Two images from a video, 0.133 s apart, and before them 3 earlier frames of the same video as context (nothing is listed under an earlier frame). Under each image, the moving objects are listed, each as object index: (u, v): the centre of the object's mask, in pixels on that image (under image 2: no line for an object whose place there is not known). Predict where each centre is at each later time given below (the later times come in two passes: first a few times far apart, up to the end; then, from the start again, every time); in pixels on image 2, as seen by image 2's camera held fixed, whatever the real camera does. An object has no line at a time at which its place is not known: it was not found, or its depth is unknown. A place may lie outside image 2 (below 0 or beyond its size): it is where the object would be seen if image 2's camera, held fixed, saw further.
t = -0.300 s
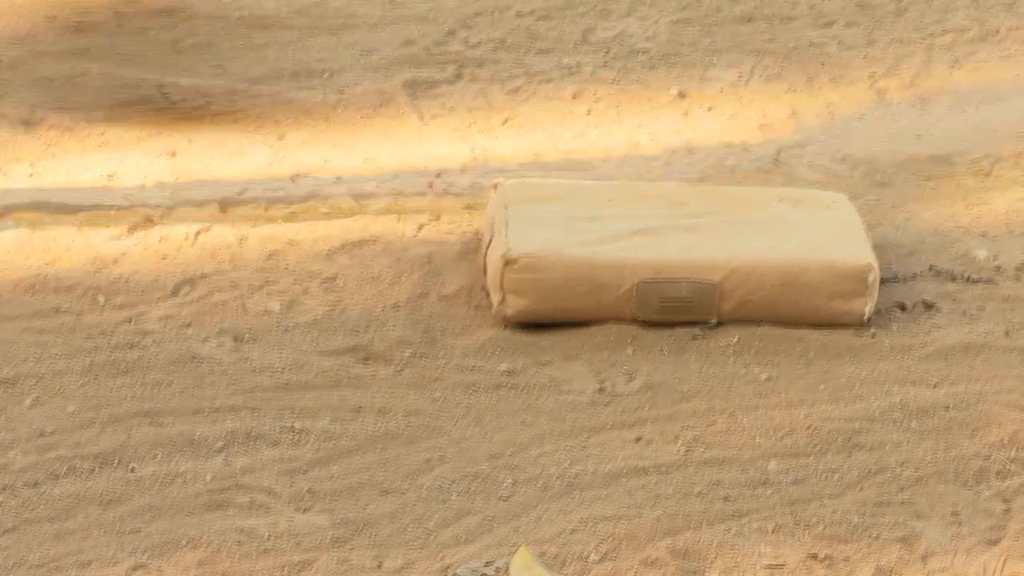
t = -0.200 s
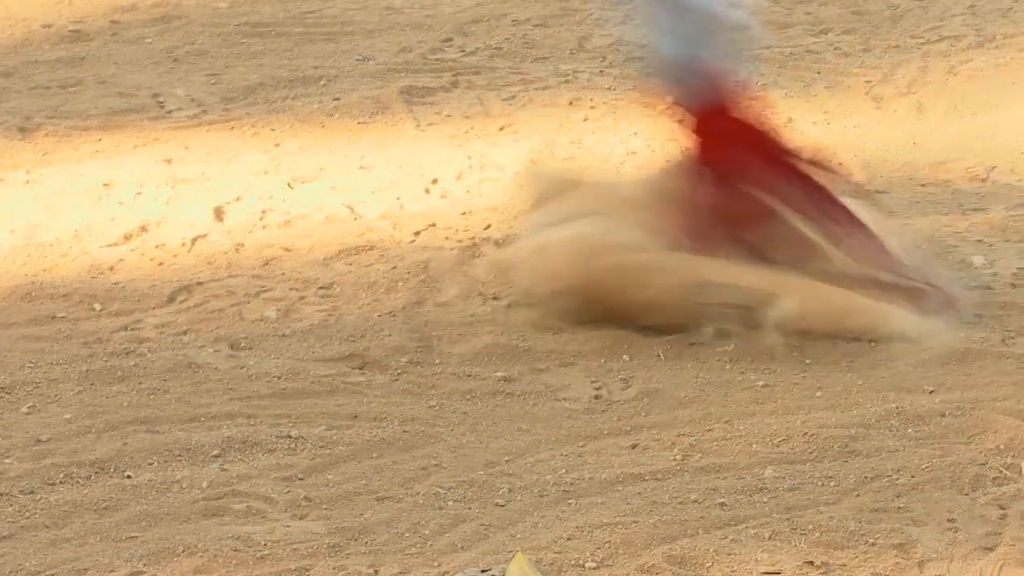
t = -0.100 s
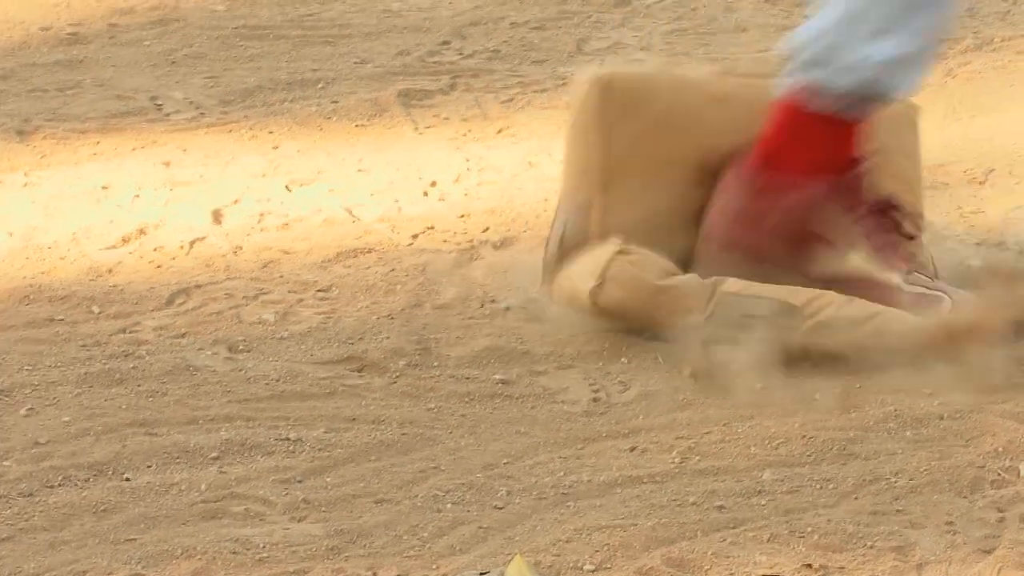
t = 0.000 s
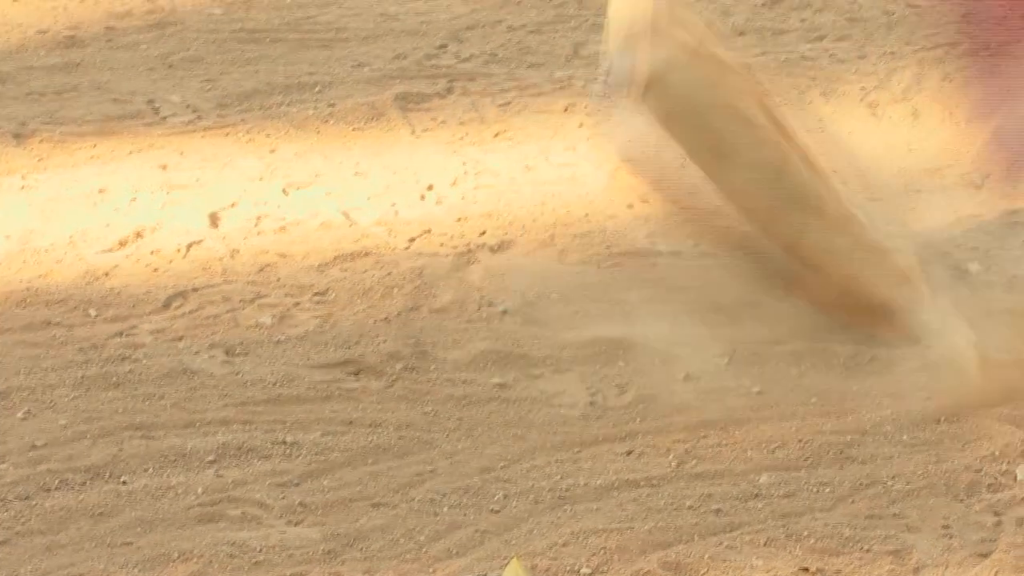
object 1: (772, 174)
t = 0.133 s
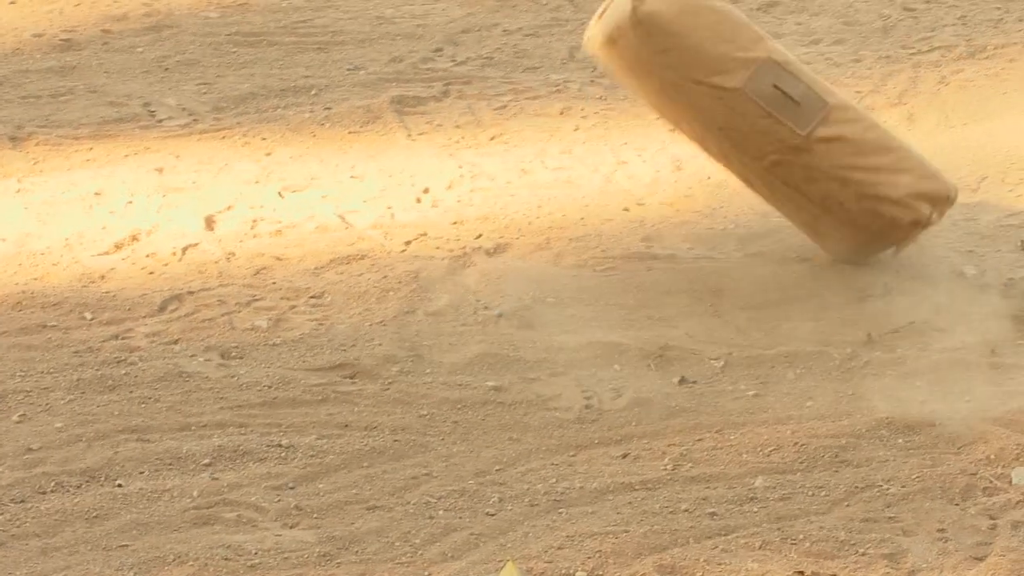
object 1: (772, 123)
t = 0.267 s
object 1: (743, 149)
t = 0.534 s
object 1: (704, 243)
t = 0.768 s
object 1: (702, 258)
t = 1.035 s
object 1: (703, 259)
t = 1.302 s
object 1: (703, 259)
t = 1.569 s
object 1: (703, 259)
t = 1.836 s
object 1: (703, 258)
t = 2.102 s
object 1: (703, 259)
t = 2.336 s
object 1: (703, 259)
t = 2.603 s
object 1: (703, 259)
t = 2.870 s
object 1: (703, 259)
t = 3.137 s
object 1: (702, 259)
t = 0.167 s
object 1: (770, 125)
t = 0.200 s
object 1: (757, 127)
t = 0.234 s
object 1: (755, 130)
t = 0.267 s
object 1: (743, 149)
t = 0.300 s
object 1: (732, 182)
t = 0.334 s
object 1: (732, 182)
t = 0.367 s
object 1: (691, 236)
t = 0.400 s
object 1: (703, 254)
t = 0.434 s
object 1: (702, 248)
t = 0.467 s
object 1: (707, 242)
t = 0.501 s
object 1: (705, 241)
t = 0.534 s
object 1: (704, 243)
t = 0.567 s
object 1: (701, 255)
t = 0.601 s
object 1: (702, 256)
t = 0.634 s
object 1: (704, 256)
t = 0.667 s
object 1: (702, 256)
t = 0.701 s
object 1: (703, 257)
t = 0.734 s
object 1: (703, 258)
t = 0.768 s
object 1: (702, 258)
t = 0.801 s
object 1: (702, 258)
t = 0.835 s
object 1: (703, 258)
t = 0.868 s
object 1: (703, 258)
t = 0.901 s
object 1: (703, 258)
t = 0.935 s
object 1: (703, 258)
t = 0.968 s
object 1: (703, 258)
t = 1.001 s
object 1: (703, 259)
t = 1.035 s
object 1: (703, 259)
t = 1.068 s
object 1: (703, 258)
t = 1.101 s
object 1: (703, 259)
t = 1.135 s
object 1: (703, 259)
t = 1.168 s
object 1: (703, 258)
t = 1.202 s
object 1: (703, 259)
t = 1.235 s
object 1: (703, 259)
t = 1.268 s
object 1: (703, 259)
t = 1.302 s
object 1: (703, 259)
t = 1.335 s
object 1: (703, 259)
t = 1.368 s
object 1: (703, 259)
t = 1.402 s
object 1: (703, 259)
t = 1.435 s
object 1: (703, 259)
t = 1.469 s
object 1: (703, 259)
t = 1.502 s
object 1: (702, 259)
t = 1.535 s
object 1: (703, 259)
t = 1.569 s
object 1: (703, 259)
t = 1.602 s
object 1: (703, 259)
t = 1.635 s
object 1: (703, 259)
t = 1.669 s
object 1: (703, 259)
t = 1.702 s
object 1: (703, 259)
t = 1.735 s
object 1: (702, 259)
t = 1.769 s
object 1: (703, 259)
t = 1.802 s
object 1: (702, 258)
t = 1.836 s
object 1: (703, 258)
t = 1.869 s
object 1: (702, 258)
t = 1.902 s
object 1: (703, 258)
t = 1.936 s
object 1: (703, 259)
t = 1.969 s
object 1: (703, 259)
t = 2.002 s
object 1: (703, 259)
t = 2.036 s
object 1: (702, 259)
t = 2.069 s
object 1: (703, 259)
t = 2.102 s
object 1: (703, 259)
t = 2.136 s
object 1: (703, 259)
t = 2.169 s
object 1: (703, 259)
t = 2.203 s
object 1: (703, 259)
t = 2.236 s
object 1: (703, 259)
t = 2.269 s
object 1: (702, 259)
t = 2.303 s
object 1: (703, 259)
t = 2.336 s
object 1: (703, 259)
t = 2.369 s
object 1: (703, 259)
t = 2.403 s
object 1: (703, 259)
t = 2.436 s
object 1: (702, 259)
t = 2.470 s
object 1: (702, 259)
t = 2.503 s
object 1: (703, 259)
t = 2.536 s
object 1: (703, 259)
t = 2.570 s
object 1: (703, 259)
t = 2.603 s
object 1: (703, 259)
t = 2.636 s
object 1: (702, 259)
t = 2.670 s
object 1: (703, 259)
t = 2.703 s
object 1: (702, 259)
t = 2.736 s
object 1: (703, 259)
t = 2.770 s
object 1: (702, 259)
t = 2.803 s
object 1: (702, 259)
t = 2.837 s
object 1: (702, 259)
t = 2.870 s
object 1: (703, 259)
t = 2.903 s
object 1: (702, 259)
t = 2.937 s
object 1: (702, 259)
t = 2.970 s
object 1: (702, 259)
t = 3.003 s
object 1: (702, 259)
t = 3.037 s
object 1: (702, 259)
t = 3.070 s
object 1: (702, 259)
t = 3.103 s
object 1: (702, 259)
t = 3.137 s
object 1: (702, 259)
